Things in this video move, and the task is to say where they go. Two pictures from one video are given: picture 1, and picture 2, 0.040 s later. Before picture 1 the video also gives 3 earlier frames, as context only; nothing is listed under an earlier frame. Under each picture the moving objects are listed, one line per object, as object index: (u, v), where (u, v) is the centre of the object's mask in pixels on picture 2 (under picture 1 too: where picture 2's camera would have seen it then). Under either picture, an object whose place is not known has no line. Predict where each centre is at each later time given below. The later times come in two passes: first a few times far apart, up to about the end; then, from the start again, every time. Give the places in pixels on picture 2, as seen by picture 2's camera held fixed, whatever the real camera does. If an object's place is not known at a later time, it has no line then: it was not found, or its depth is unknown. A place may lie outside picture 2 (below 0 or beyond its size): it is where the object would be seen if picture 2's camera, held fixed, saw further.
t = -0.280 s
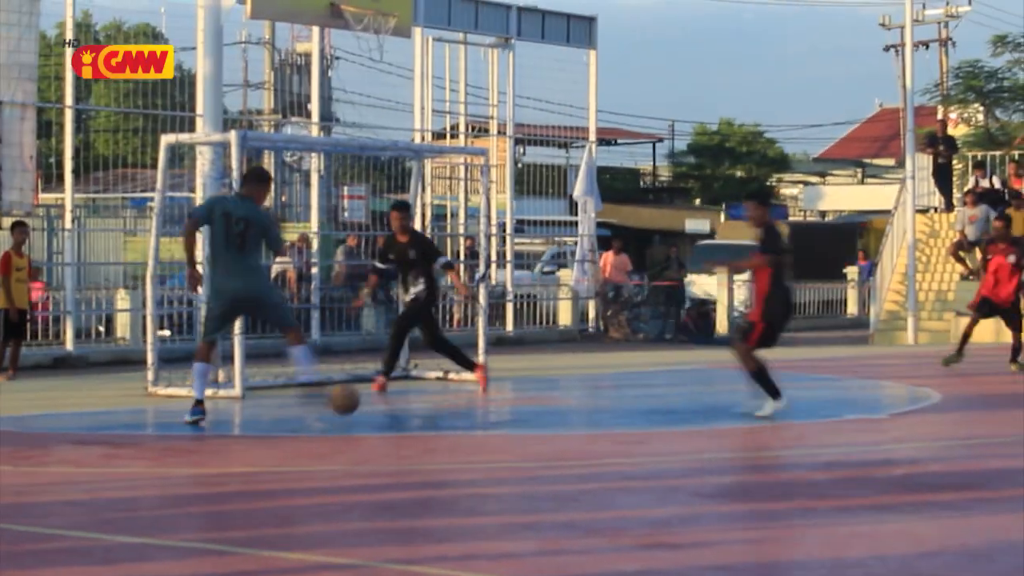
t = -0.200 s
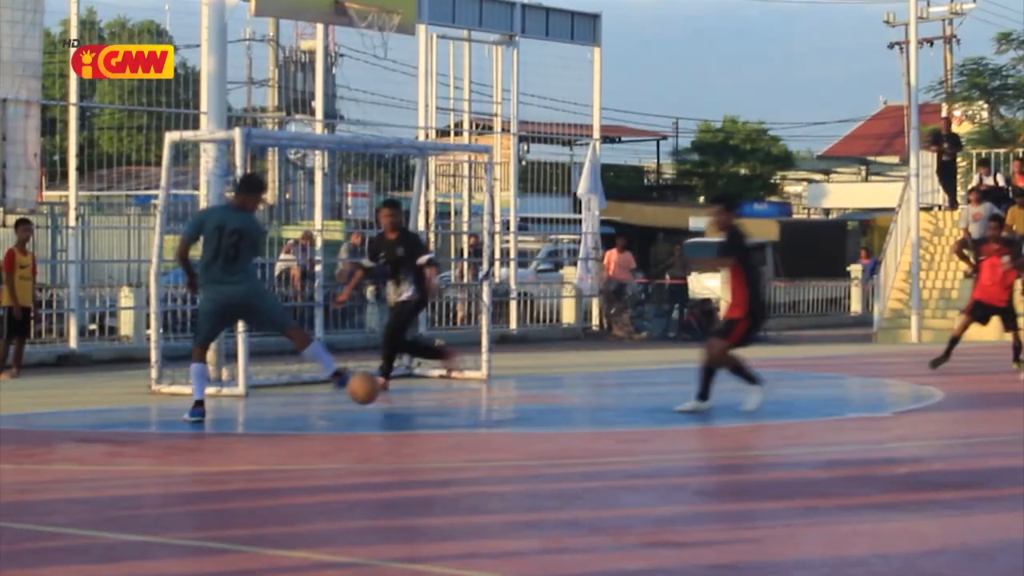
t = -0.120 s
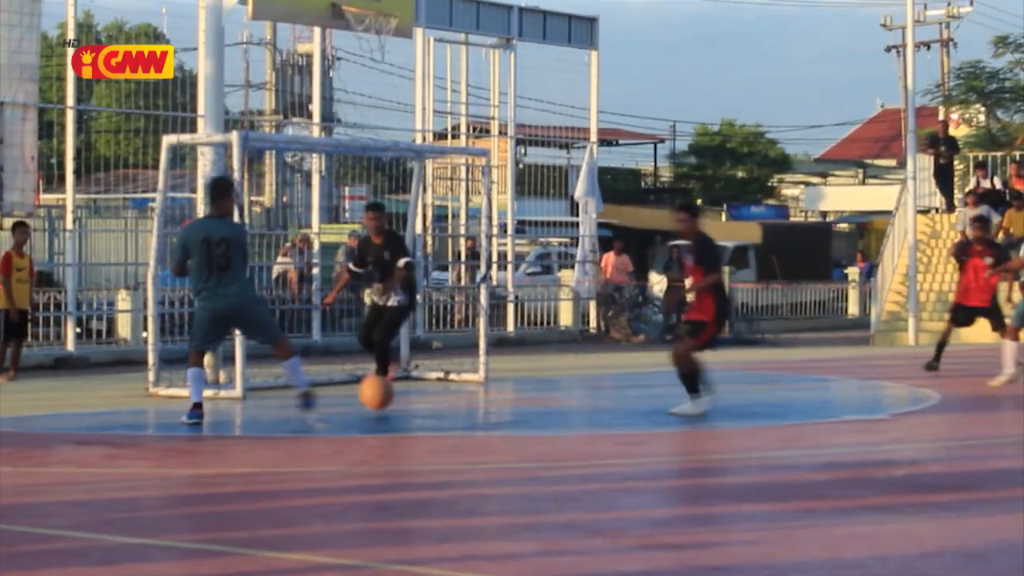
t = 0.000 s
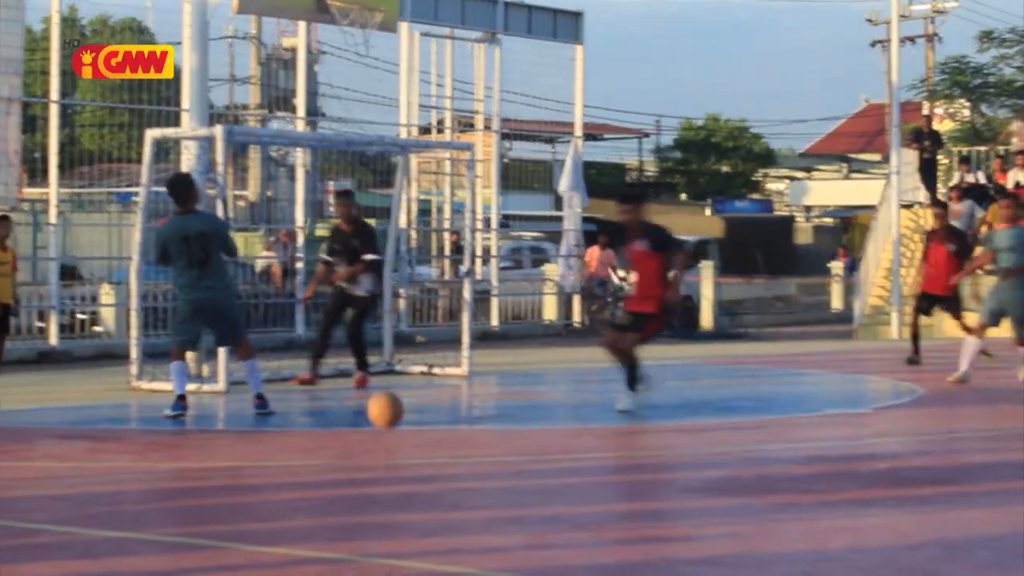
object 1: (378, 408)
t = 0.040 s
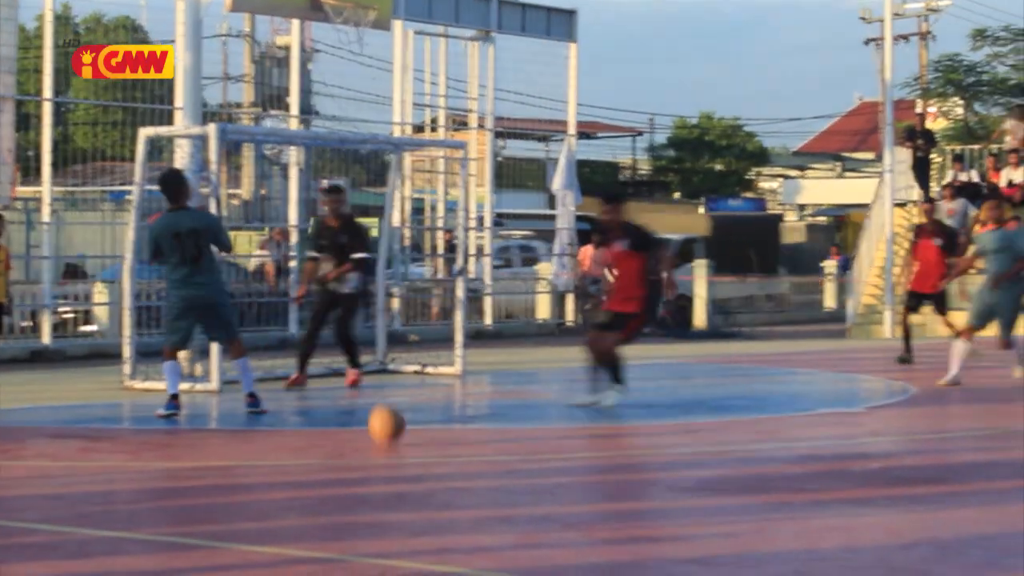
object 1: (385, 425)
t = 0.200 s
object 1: (416, 426)
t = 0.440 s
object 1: (466, 453)
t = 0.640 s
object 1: (517, 469)
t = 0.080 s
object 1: (394, 426)
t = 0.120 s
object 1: (401, 423)
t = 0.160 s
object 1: (408, 424)
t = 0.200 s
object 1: (416, 426)
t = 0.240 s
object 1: (424, 433)
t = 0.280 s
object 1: (431, 442)
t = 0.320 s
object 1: (440, 443)
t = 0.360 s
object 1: (448, 443)
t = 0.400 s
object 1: (457, 448)
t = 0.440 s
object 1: (466, 453)
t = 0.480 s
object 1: (477, 456)
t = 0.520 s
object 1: (485, 457)
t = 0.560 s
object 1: (496, 461)
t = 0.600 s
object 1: (507, 468)
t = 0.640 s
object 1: (517, 469)
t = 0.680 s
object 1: (527, 472)
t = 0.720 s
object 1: (540, 478)
